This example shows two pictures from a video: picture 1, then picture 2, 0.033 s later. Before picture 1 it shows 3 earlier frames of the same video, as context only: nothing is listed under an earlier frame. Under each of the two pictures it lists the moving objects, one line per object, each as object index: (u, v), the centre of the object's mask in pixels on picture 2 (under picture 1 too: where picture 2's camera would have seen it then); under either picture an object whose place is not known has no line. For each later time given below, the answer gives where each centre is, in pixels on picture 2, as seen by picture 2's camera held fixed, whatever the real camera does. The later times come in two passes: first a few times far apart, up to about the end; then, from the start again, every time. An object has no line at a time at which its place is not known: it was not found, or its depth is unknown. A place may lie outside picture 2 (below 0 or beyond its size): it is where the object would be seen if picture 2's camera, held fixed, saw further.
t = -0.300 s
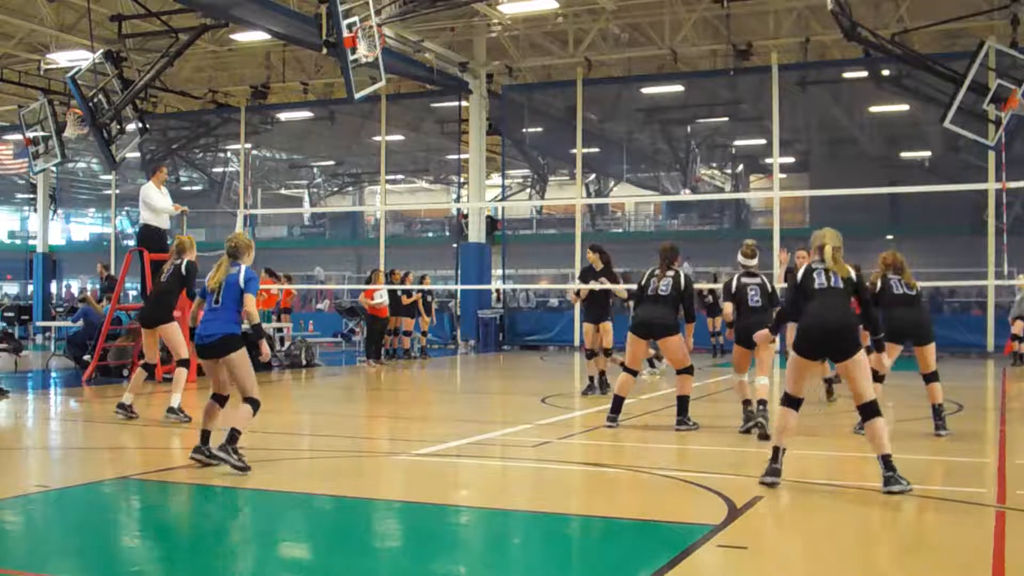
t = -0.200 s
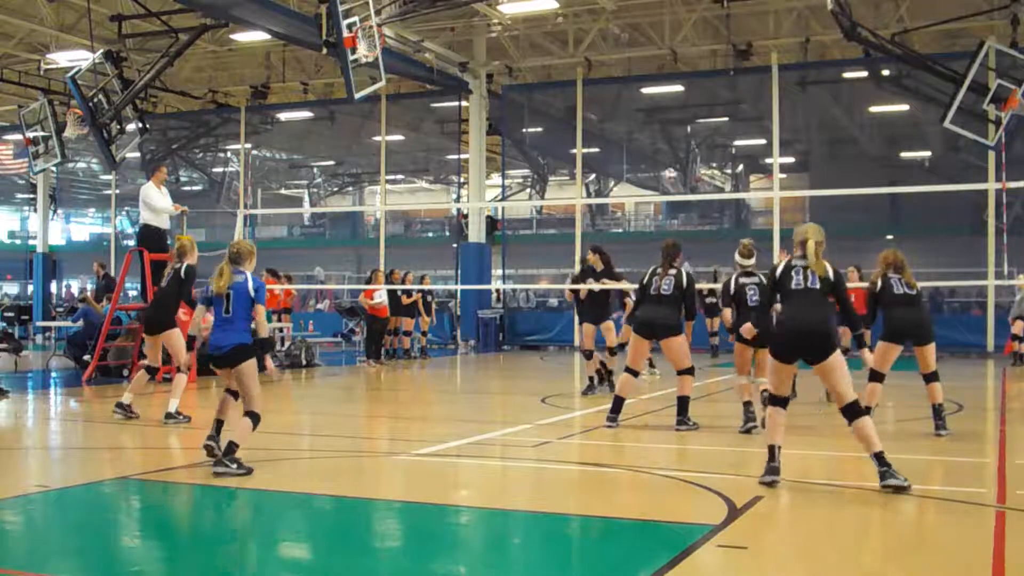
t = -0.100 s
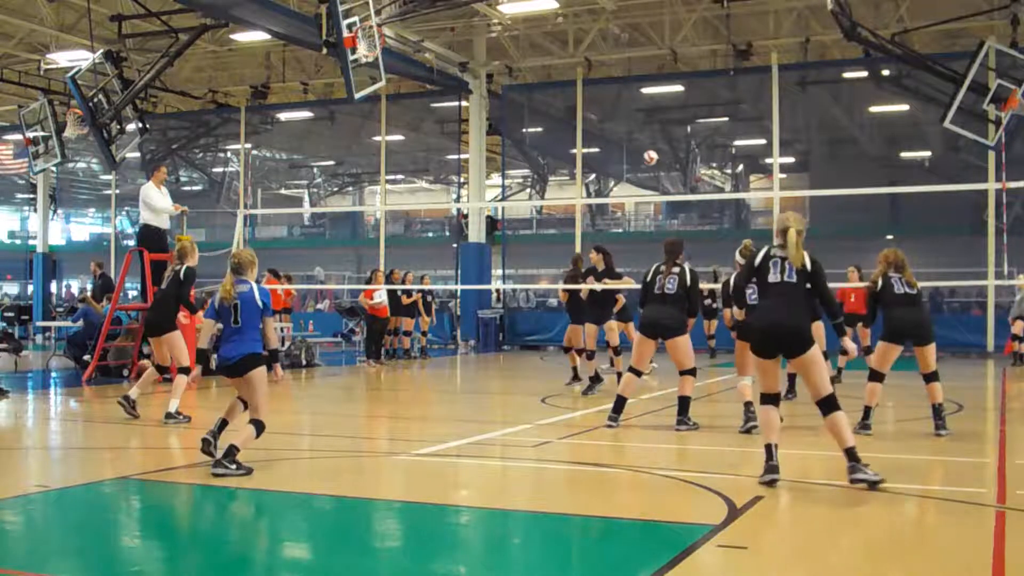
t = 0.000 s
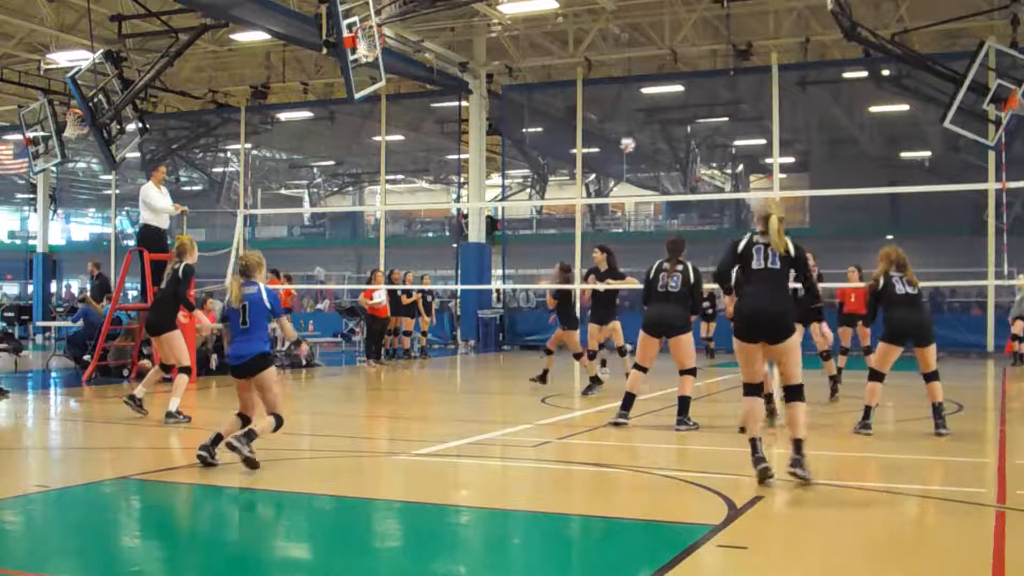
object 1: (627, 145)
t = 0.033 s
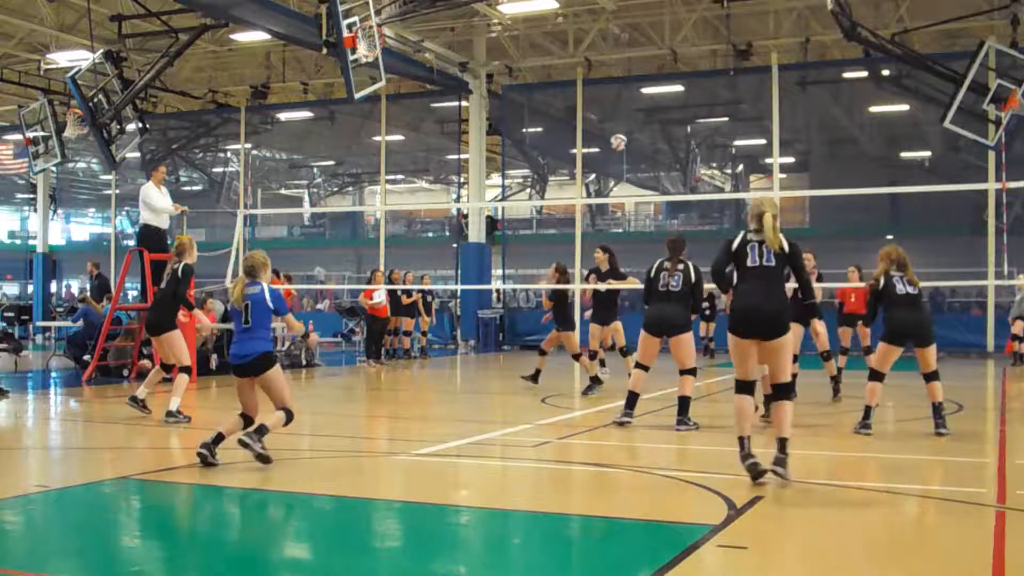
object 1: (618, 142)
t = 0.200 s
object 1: (564, 136)
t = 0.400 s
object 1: (481, 162)
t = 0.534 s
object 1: (400, 217)
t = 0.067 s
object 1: (609, 140)
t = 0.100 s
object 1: (599, 139)
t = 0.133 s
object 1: (589, 136)
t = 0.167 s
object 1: (577, 136)
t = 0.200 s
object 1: (564, 136)
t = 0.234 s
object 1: (553, 138)
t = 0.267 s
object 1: (540, 140)
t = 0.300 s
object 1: (526, 143)
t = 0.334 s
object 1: (512, 147)
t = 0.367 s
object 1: (497, 153)
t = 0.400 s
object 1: (481, 162)
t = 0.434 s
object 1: (461, 173)
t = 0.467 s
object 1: (445, 183)
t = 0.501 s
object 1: (423, 196)
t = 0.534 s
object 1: (400, 217)
